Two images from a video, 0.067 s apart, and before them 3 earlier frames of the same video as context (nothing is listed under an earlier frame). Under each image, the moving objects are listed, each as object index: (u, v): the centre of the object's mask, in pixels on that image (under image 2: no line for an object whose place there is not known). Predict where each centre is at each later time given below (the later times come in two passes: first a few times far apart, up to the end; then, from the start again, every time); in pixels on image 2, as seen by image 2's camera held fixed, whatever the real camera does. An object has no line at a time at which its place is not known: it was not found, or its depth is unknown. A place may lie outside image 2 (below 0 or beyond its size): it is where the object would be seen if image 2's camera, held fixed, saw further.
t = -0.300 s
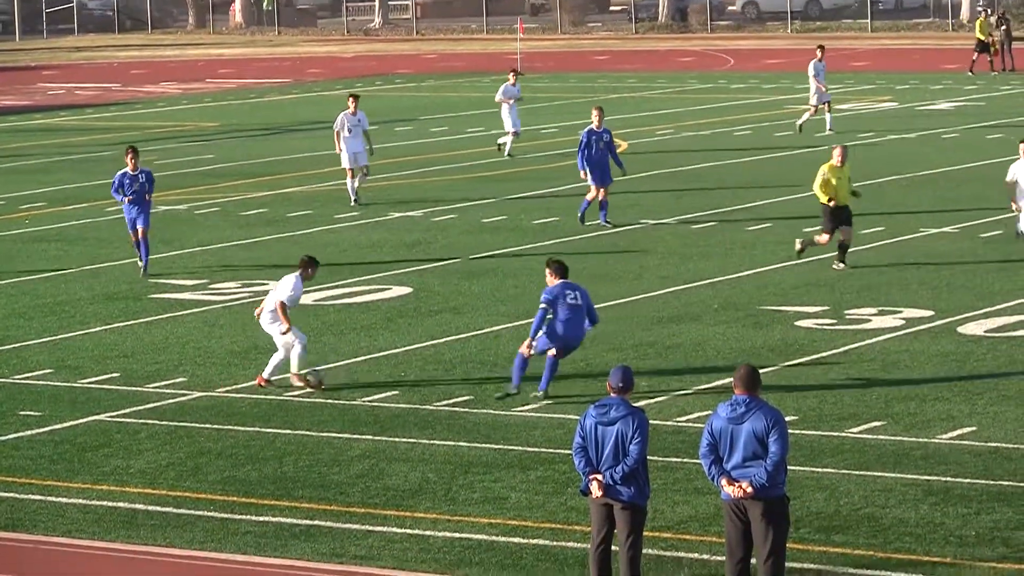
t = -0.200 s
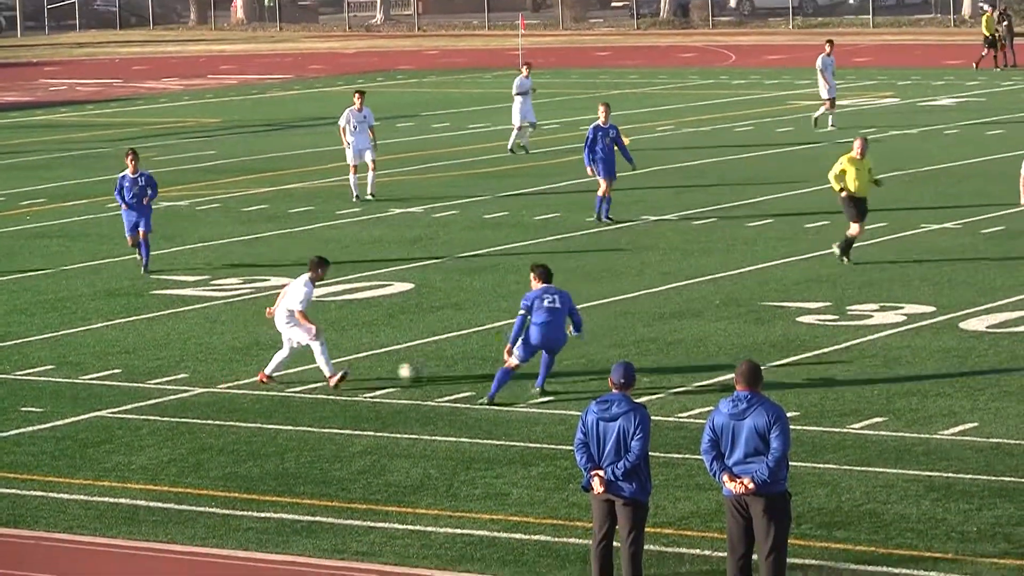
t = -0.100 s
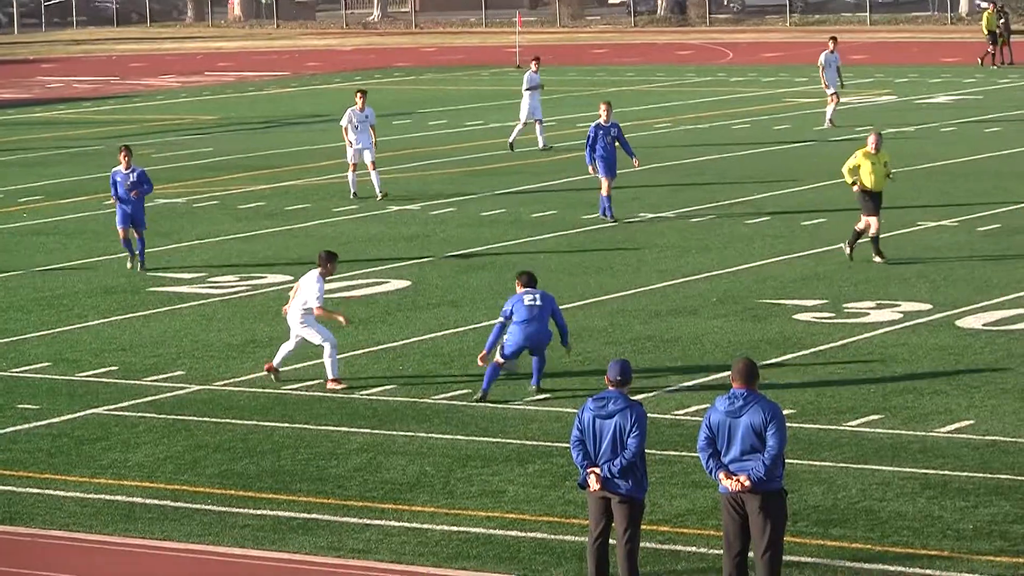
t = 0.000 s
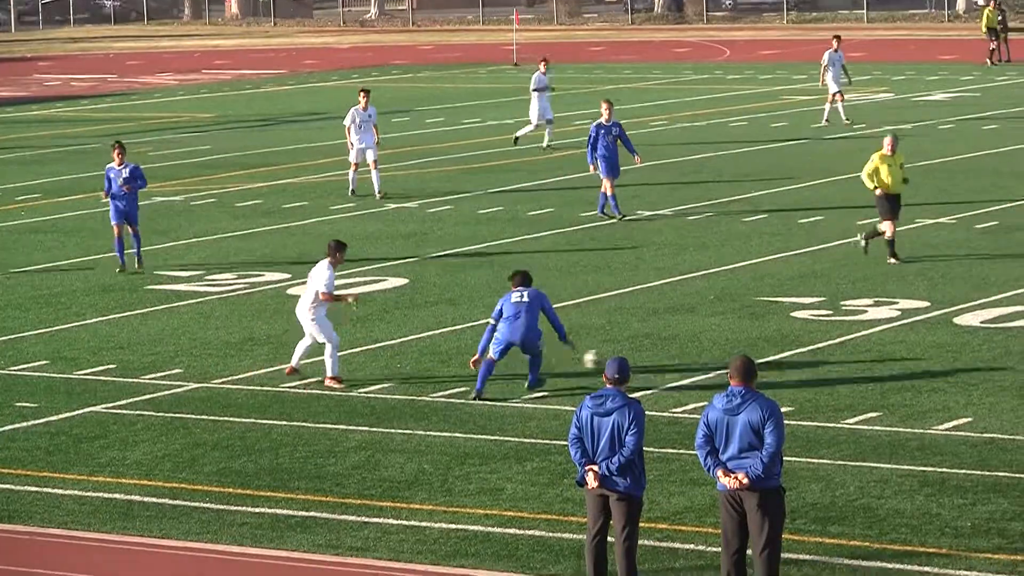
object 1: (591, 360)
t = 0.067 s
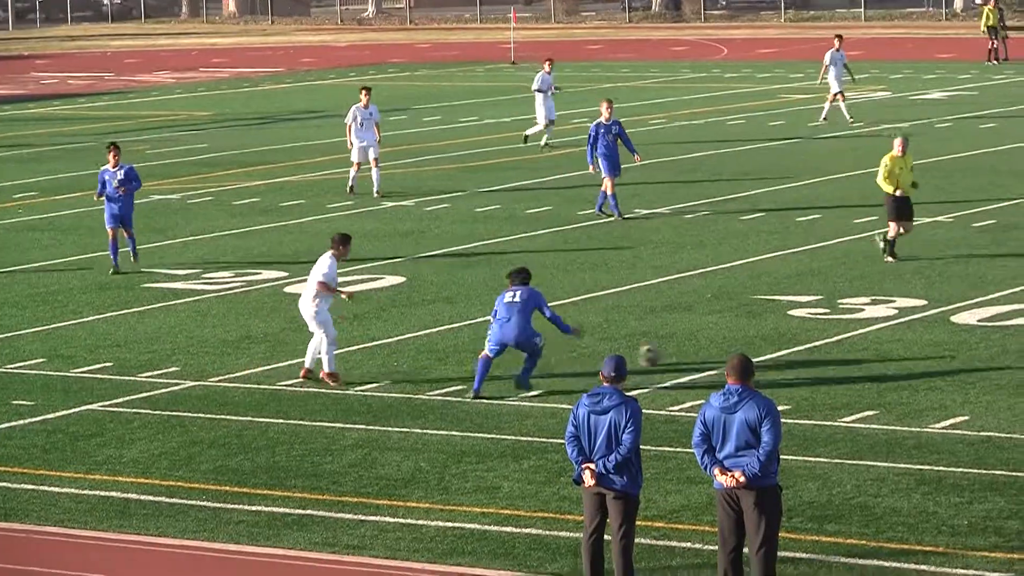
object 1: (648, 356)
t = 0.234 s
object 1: (780, 351)
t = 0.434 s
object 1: (915, 345)
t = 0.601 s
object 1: (1013, 340)
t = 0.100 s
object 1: (676, 354)
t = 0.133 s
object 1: (703, 354)
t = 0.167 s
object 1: (726, 351)
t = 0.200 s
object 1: (756, 351)
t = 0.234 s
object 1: (780, 351)
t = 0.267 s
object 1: (804, 350)
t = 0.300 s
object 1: (827, 349)
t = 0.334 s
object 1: (850, 349)
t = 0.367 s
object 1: (872, 348)
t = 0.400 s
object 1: (894, 346)
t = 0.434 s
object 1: (915, 345)
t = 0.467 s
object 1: (937, 344)
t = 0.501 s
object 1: (956, 343)
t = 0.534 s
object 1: (975, 342)
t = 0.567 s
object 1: (995, 341)
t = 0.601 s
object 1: (1013, 340)
